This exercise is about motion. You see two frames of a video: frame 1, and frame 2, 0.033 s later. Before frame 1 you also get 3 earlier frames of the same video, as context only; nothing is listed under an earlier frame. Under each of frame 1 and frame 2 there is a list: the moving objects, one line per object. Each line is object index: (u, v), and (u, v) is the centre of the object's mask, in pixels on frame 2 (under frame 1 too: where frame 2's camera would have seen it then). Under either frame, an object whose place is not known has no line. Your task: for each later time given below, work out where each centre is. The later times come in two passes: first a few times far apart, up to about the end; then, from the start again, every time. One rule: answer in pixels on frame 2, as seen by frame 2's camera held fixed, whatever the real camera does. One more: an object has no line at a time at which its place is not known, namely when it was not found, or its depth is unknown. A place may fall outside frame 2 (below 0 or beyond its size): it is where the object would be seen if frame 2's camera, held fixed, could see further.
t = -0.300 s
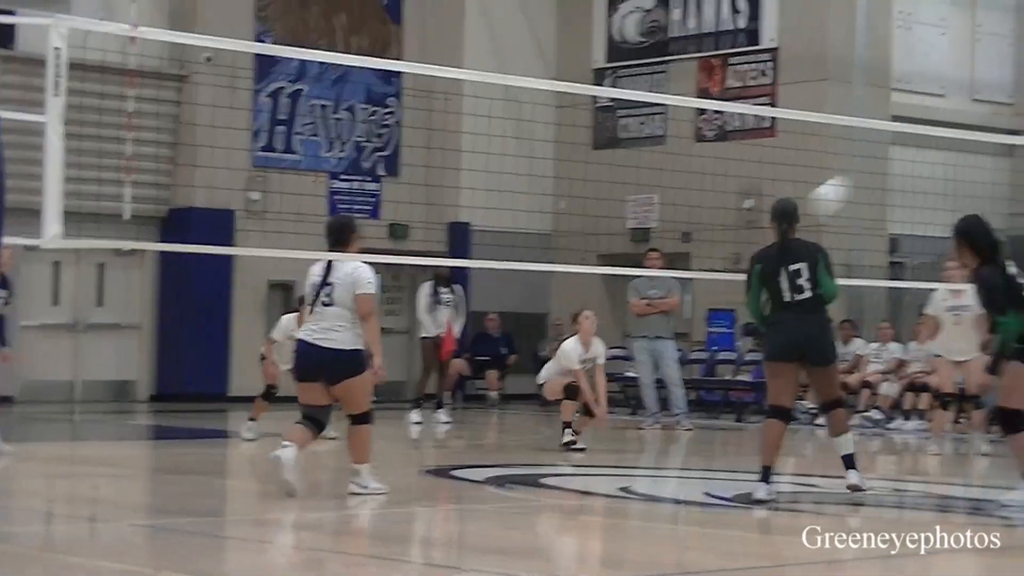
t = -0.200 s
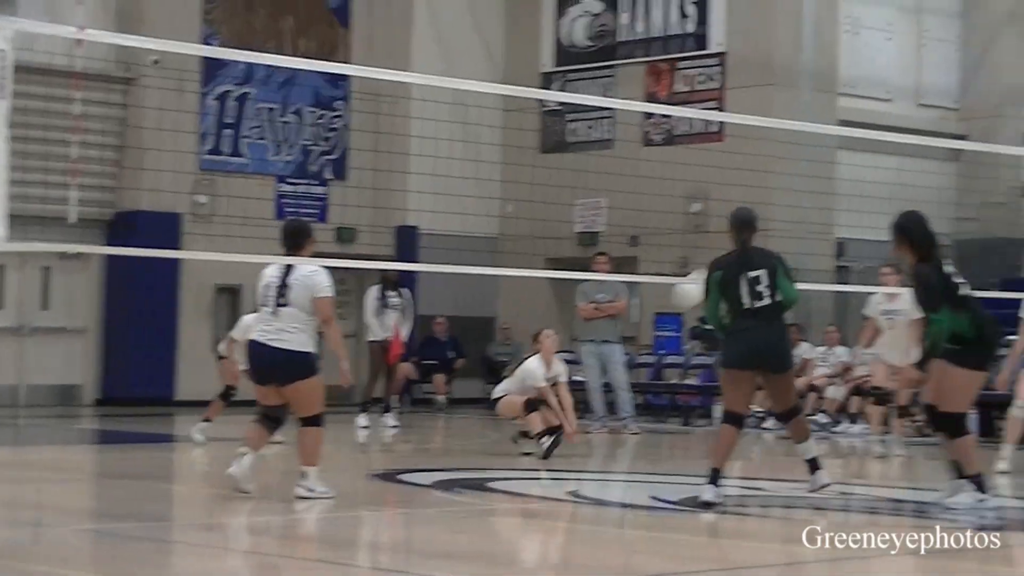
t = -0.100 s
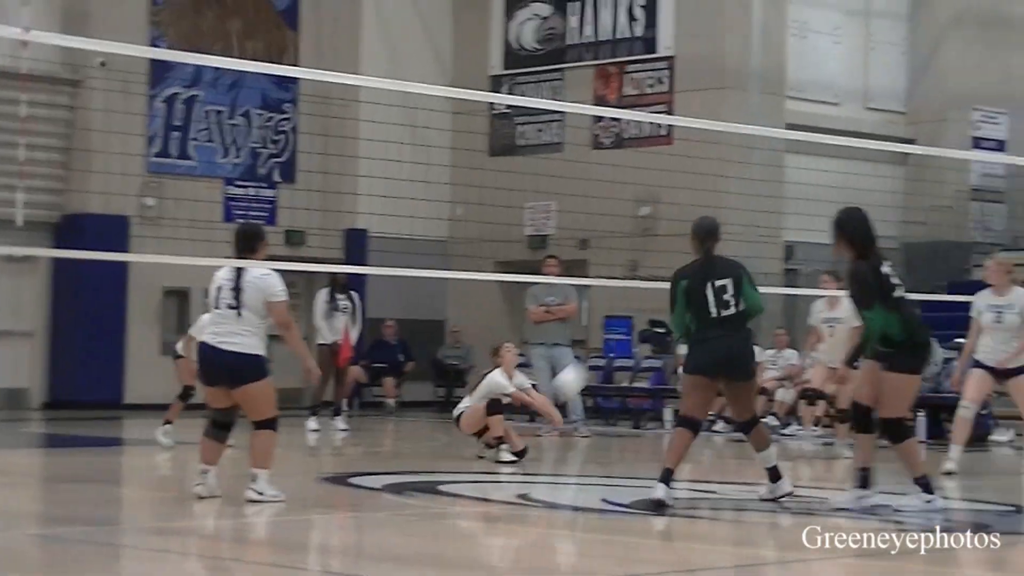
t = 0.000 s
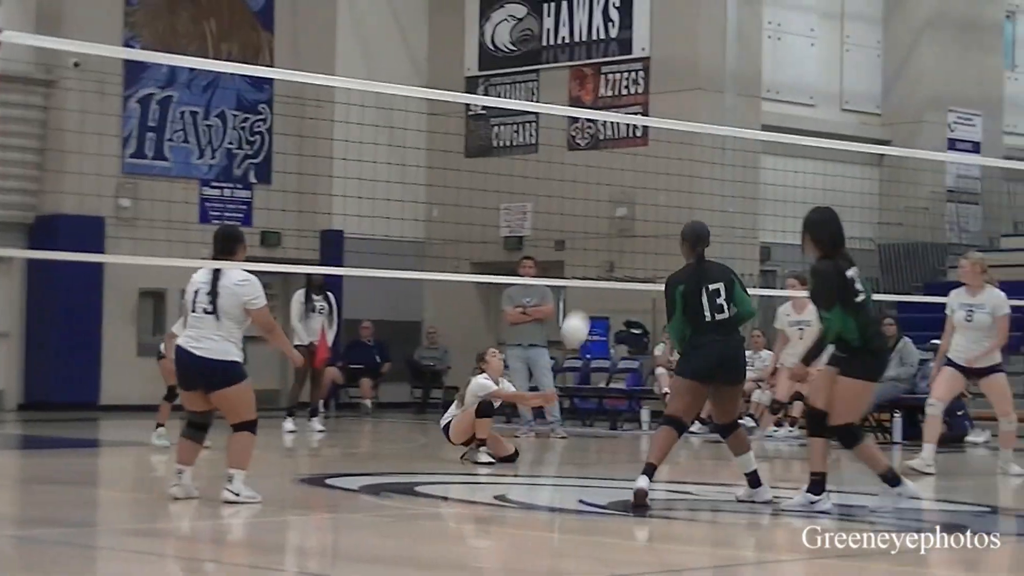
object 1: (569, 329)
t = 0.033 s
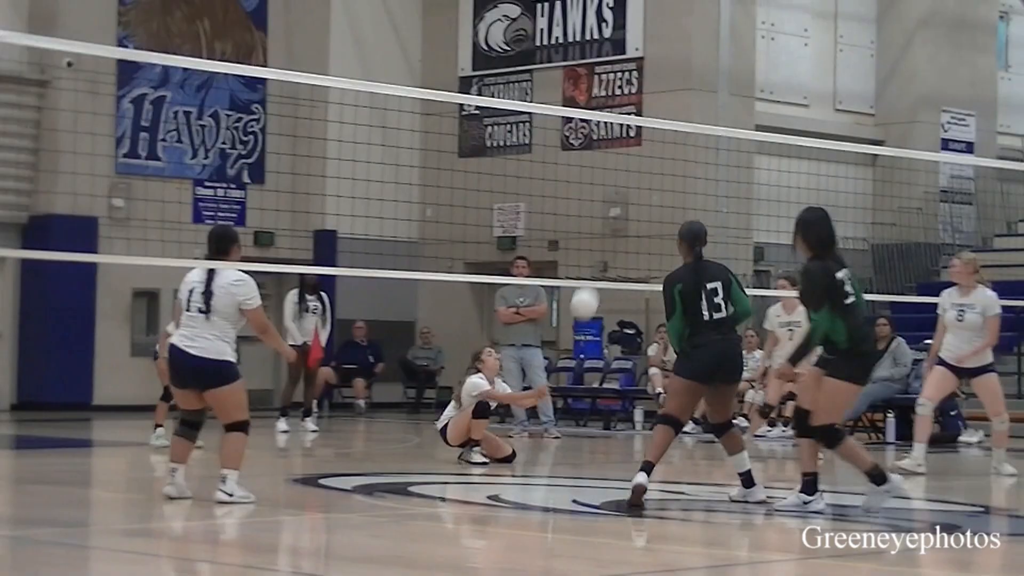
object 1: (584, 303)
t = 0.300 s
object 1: (704, 148)
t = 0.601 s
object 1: (837, 72)
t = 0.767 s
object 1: (908, 82)
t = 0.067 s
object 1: (601, 279)
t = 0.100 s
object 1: (616, 255)
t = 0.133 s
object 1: (630, 235)
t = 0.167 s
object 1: (646, 214)
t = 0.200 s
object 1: (661, 193)
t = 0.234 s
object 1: (676, 177)
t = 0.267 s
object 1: (690, 161)
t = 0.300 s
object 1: (704, 148)
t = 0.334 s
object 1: (720, 133)
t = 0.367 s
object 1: (735, 118)
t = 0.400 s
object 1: (750, 110)
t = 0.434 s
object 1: (765, 100)
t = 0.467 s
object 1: (780, 92)
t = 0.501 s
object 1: (795, 85)
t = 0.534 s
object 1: (811, 79)
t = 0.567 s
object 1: (824, 71)
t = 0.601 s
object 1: (837, 72)
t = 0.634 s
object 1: (851, 71)
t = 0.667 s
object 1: (866, 71)
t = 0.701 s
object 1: (880, 73)
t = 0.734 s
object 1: (894, 77)
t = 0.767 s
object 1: (908, 82)
